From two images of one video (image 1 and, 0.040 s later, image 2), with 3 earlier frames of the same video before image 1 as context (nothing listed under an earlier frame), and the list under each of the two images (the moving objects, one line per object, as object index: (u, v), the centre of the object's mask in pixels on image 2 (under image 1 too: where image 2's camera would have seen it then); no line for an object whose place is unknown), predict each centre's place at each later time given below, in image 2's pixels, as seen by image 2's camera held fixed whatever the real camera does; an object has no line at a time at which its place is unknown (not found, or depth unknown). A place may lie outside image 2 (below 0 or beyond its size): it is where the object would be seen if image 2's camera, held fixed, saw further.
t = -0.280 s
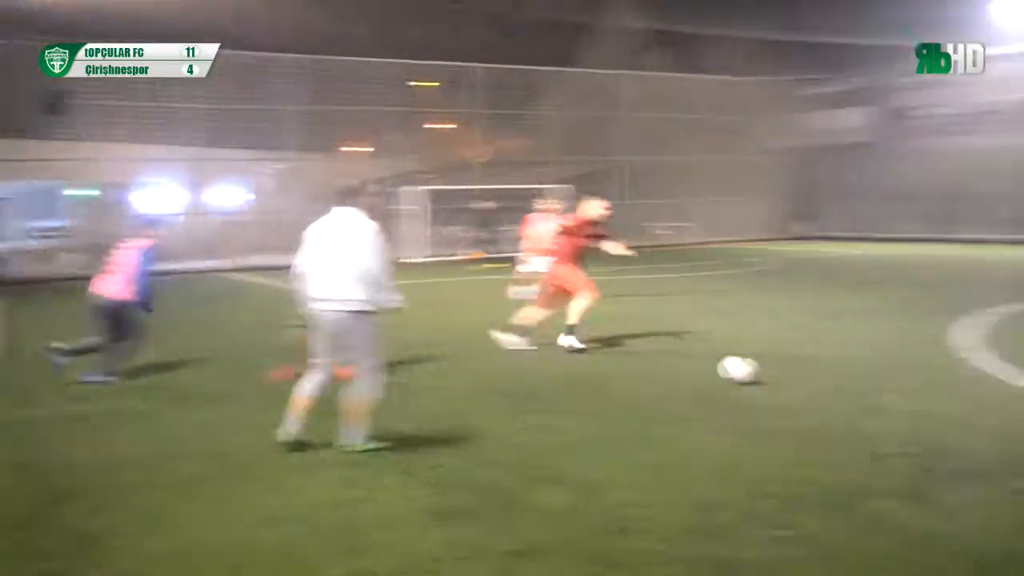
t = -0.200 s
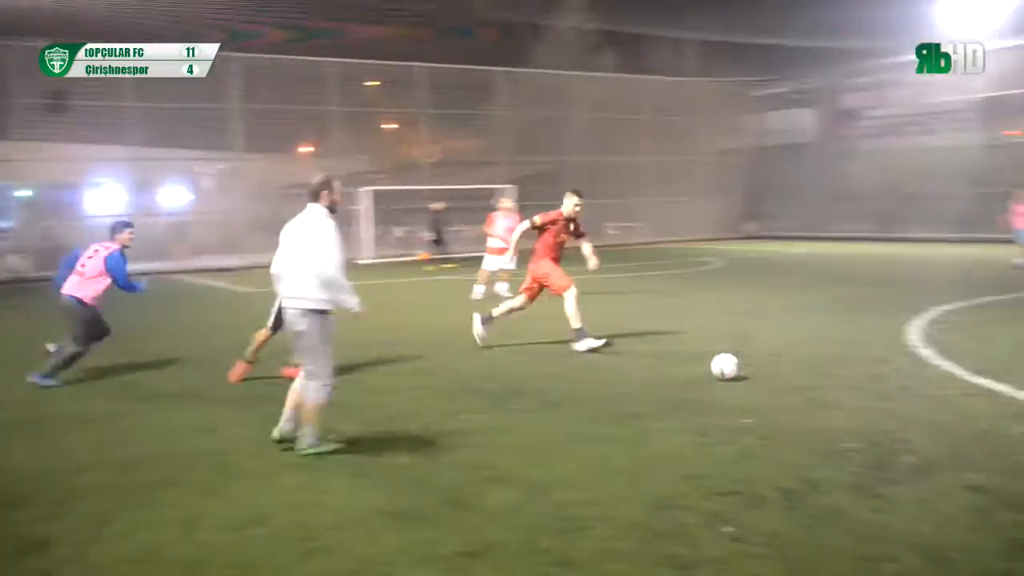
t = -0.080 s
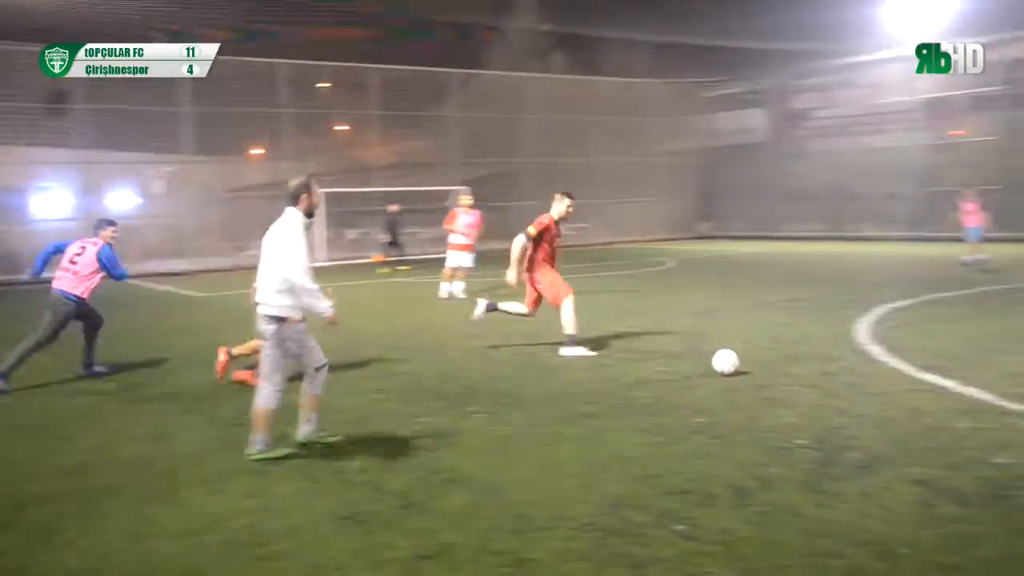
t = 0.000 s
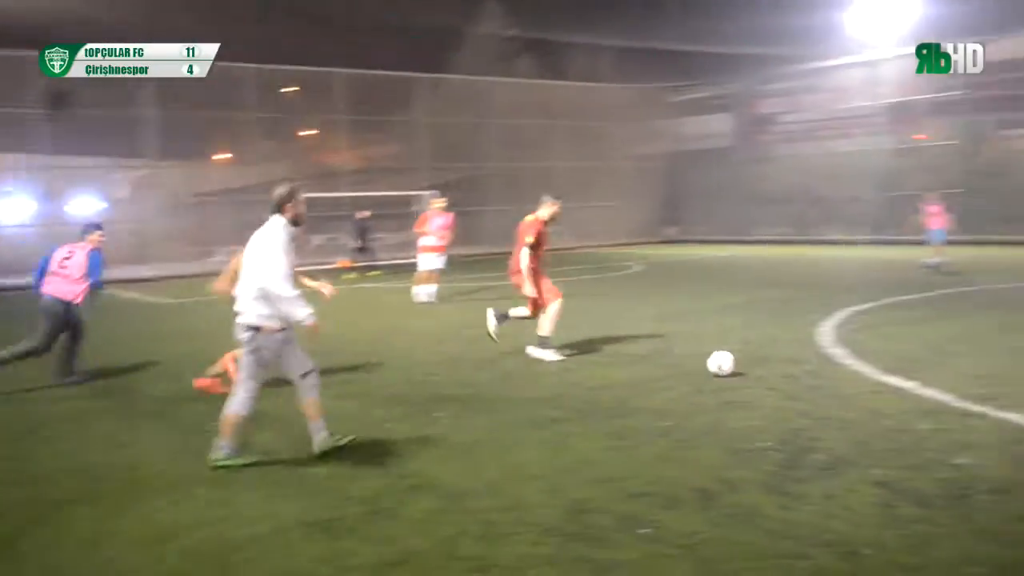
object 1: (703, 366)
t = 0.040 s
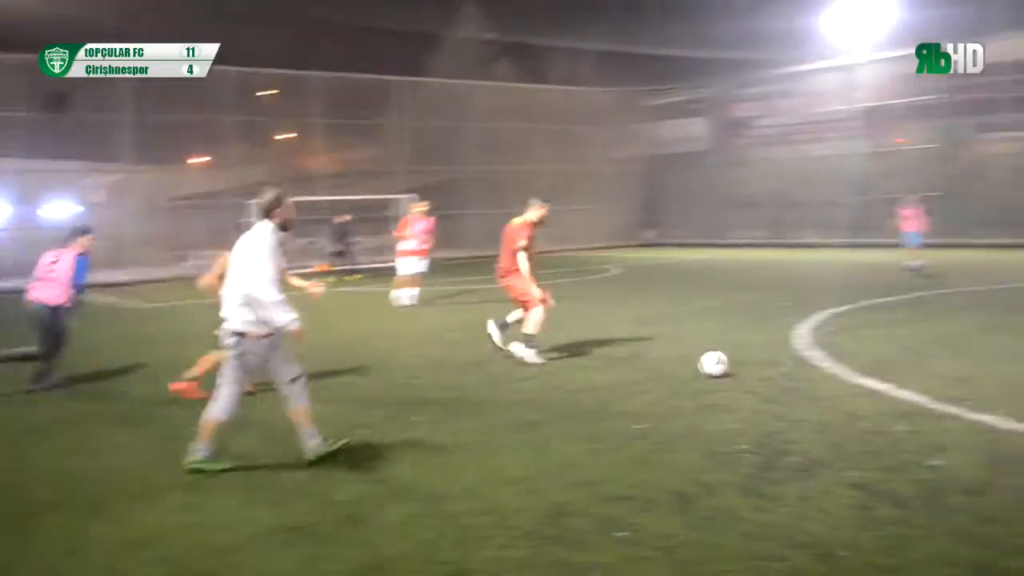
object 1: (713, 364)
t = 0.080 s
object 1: (723, 363)
